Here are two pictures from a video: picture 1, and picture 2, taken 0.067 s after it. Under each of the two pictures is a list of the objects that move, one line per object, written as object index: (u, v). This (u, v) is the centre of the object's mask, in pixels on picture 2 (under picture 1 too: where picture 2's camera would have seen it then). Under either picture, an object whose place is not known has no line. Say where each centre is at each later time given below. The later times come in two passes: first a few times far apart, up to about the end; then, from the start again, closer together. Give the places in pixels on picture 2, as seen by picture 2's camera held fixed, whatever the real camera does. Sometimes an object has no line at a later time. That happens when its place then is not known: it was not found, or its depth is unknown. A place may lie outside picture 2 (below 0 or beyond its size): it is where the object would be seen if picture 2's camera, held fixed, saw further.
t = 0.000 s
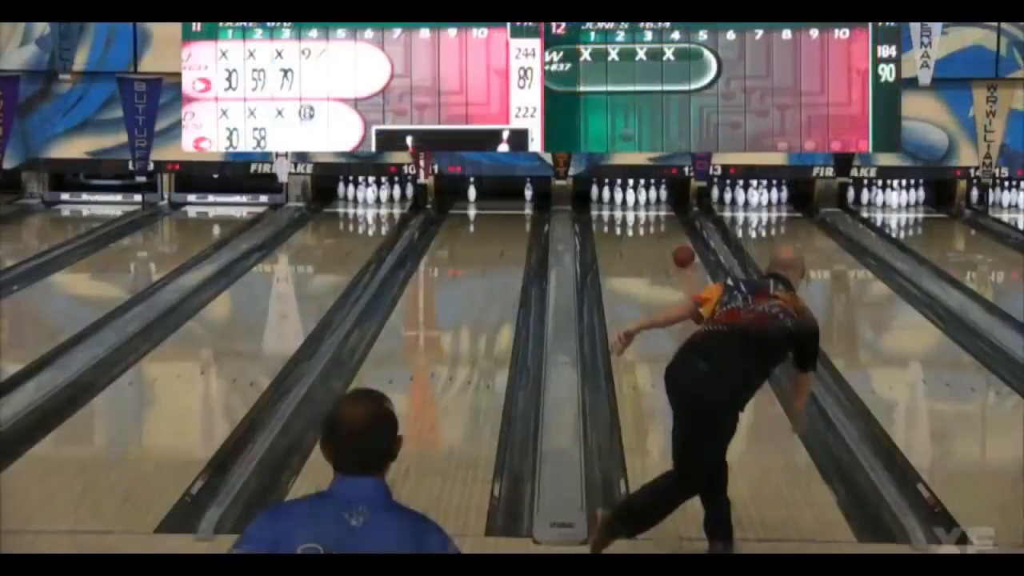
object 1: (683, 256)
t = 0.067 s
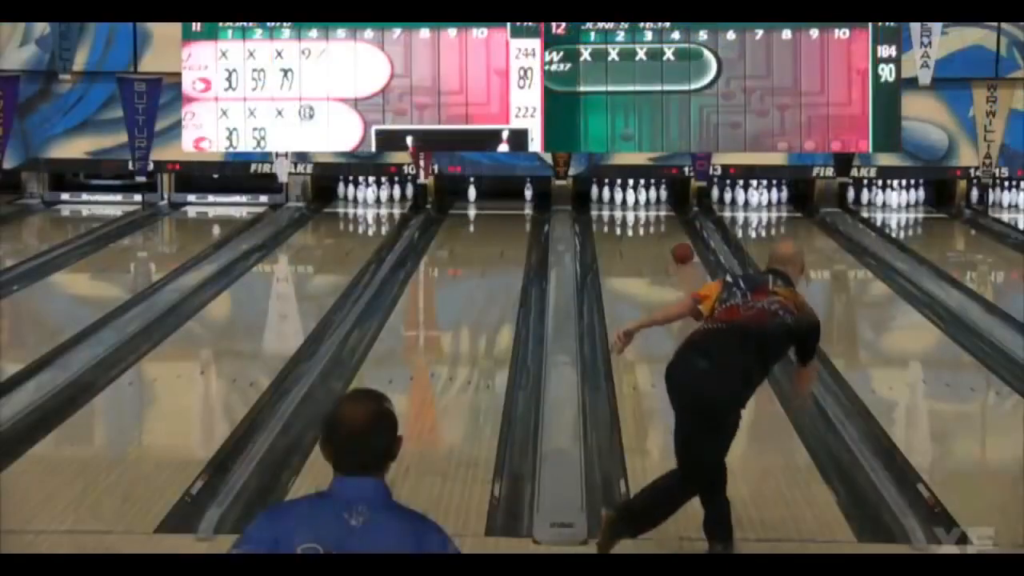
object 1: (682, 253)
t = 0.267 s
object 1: (676, 238)
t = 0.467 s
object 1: (667, 223)
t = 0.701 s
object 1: (652, 211)
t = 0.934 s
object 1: (636, 199)
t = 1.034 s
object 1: (632, 196)
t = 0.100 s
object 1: (681, 250)
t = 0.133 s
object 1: (680, 246)
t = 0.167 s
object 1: (678, 241)
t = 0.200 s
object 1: (677, 239)
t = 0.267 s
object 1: (676, 238)
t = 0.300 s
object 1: (674, 234)
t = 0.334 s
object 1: (673, 230)
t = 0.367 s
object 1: (672, 229)
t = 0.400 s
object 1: (671, 227)
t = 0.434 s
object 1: (670, 225)
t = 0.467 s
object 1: (667, 223)
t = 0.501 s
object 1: (665, 220)
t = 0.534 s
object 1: (662, 219)
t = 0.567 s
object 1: (661, 216)
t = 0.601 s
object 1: (658, 214)
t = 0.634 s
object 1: (656, 212)
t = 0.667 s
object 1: (654, 211)
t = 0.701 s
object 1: (652, 211)
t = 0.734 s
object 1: (649, 207)
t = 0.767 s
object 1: (646, 206)
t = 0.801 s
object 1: (645, 205)
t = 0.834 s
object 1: (641, 202)
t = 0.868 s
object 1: (637, 200)
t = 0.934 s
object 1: (636, 199)
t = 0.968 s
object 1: (634, 198)
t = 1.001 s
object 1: (633, 197)
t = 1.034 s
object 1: (632, 196)
